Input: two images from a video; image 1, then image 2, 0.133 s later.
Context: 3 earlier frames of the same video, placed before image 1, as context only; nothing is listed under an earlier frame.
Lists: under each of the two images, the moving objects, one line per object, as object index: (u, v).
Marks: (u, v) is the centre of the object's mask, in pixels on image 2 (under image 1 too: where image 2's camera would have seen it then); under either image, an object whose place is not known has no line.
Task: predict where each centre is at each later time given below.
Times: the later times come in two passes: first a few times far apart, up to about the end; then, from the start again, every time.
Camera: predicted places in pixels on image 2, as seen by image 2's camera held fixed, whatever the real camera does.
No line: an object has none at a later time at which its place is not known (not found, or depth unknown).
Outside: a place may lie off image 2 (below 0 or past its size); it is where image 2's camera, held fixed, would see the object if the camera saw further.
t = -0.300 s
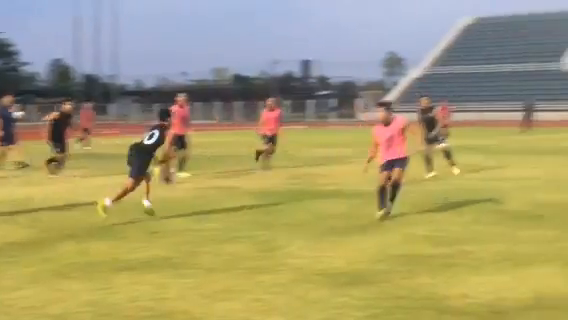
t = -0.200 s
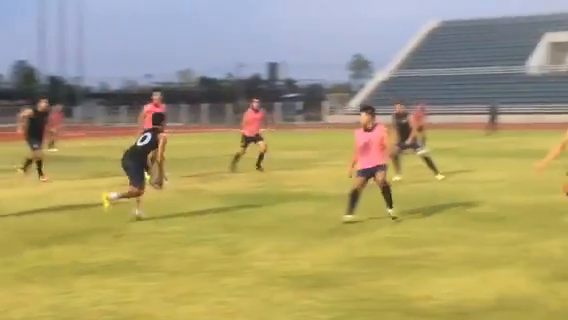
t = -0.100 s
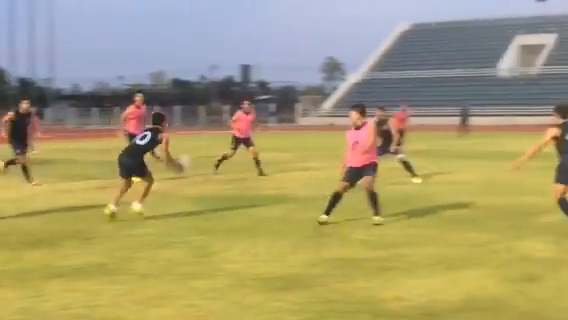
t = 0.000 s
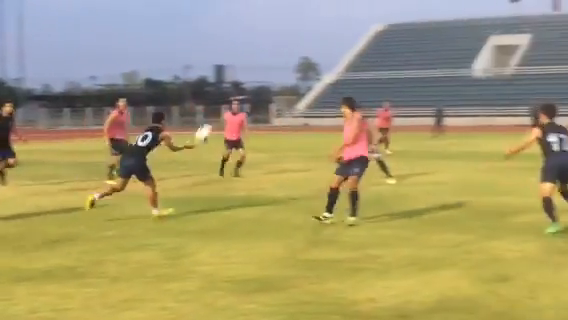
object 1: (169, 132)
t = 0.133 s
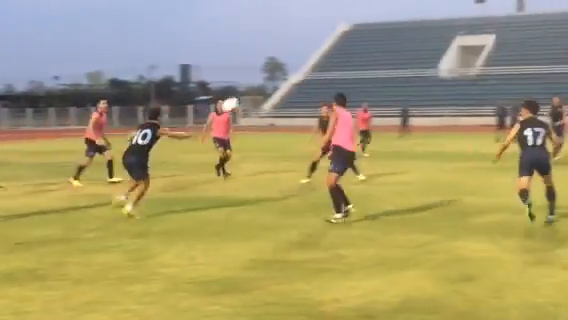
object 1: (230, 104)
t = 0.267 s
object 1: (282, 90)
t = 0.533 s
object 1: (366, 92)
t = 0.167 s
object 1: (243, 100)
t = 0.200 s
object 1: (256, 96)
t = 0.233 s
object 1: (269, 92)
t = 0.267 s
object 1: (282, 90)
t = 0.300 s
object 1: (293, 87)
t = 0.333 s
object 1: (304, 87)
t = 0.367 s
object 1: (316, 86)
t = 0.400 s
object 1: (326, 86)
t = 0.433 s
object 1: (337, 87)
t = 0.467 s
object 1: (346, 88)
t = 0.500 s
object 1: (357, 90)
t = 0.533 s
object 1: (366, 92)
